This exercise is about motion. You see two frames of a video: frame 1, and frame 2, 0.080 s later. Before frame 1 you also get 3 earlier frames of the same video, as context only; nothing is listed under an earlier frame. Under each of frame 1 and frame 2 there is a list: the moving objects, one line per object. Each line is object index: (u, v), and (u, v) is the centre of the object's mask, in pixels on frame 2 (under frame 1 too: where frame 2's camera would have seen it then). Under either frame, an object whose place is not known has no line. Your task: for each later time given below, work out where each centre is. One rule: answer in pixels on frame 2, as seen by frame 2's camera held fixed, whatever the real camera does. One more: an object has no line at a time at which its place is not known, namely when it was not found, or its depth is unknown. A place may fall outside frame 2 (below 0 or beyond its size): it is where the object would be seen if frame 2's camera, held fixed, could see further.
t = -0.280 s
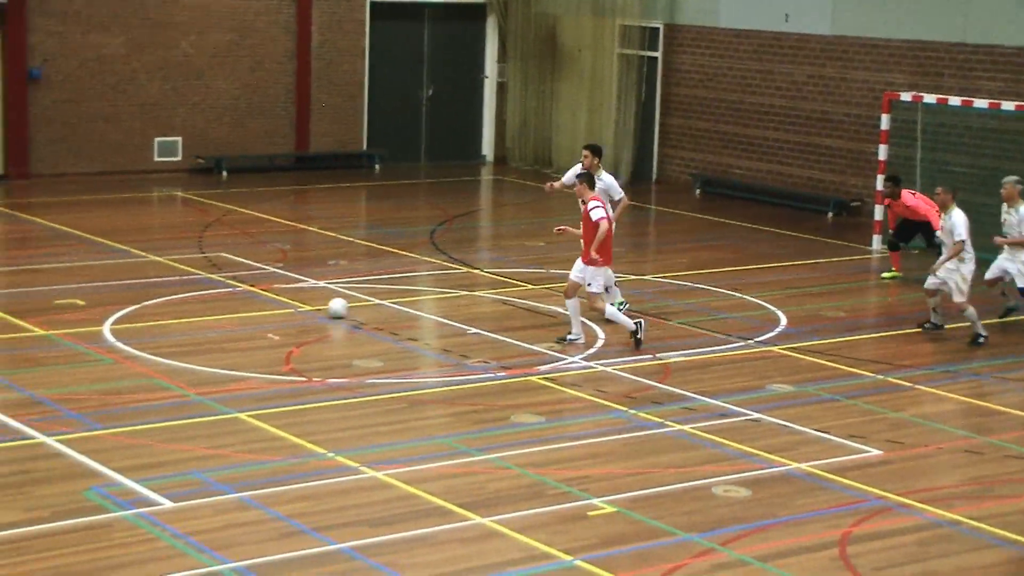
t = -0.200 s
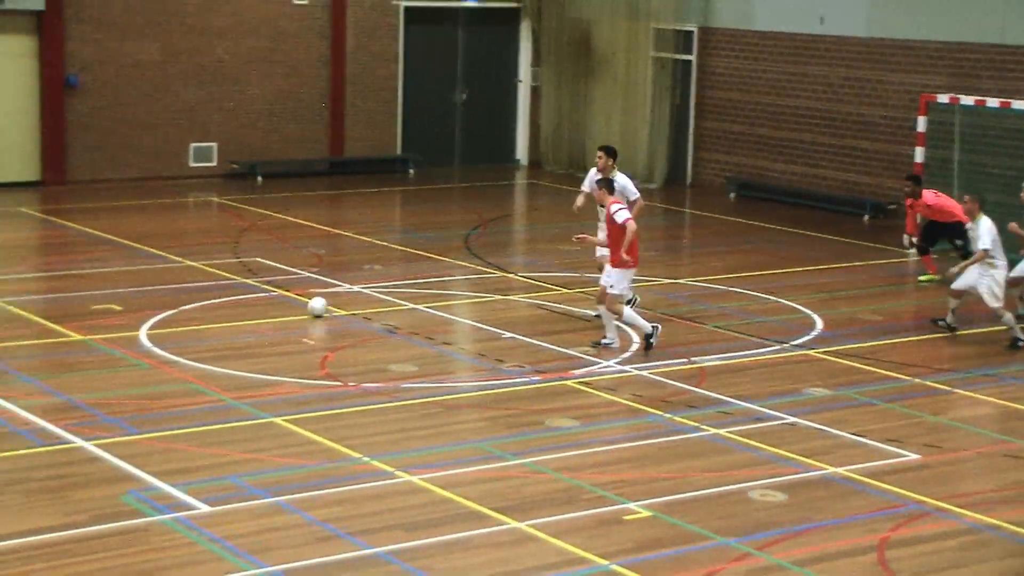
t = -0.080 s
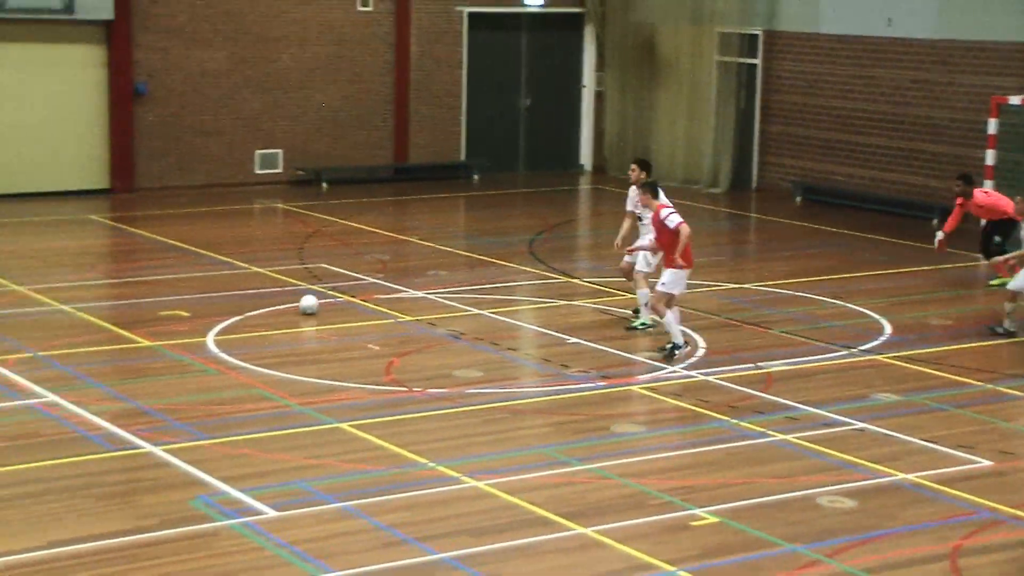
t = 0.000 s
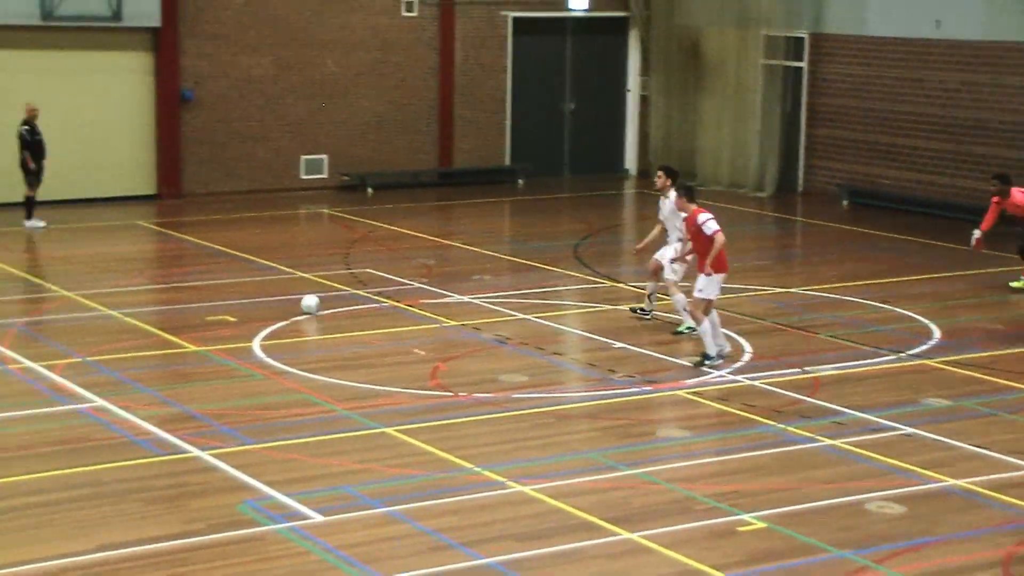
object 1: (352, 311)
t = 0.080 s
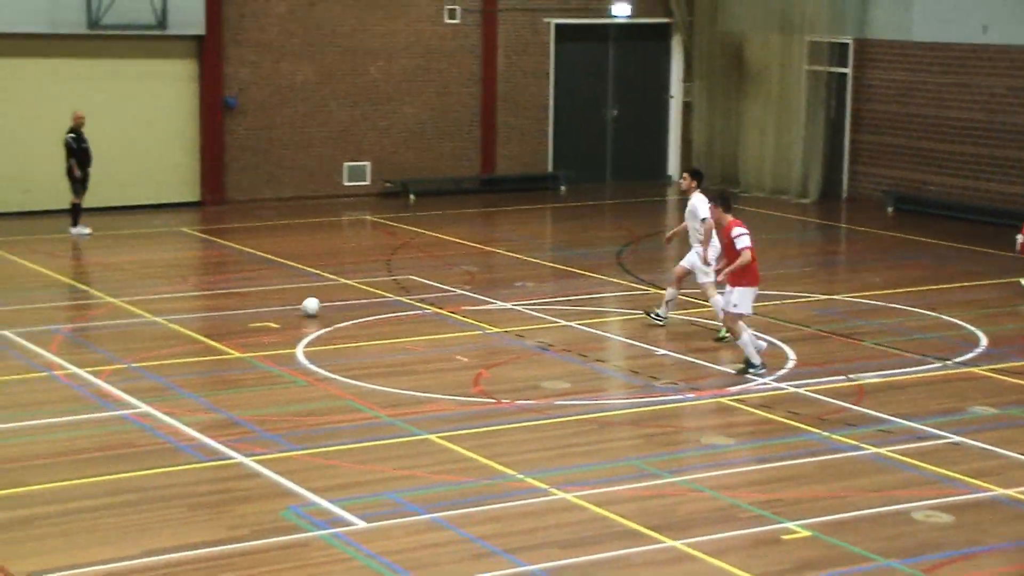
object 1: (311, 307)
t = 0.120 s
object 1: (292, 305)
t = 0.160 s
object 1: (274, 303)
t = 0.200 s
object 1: (256, 301)
